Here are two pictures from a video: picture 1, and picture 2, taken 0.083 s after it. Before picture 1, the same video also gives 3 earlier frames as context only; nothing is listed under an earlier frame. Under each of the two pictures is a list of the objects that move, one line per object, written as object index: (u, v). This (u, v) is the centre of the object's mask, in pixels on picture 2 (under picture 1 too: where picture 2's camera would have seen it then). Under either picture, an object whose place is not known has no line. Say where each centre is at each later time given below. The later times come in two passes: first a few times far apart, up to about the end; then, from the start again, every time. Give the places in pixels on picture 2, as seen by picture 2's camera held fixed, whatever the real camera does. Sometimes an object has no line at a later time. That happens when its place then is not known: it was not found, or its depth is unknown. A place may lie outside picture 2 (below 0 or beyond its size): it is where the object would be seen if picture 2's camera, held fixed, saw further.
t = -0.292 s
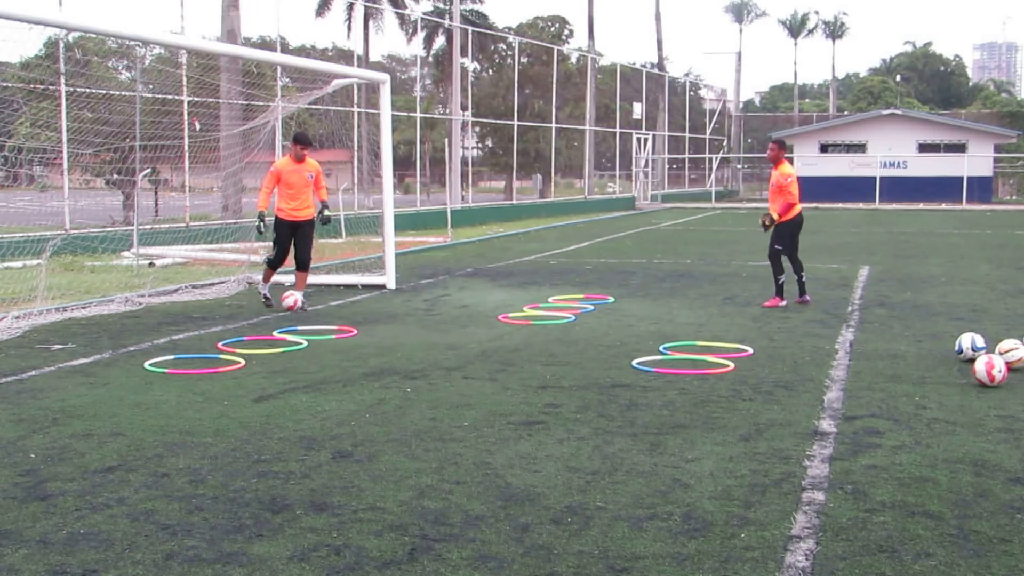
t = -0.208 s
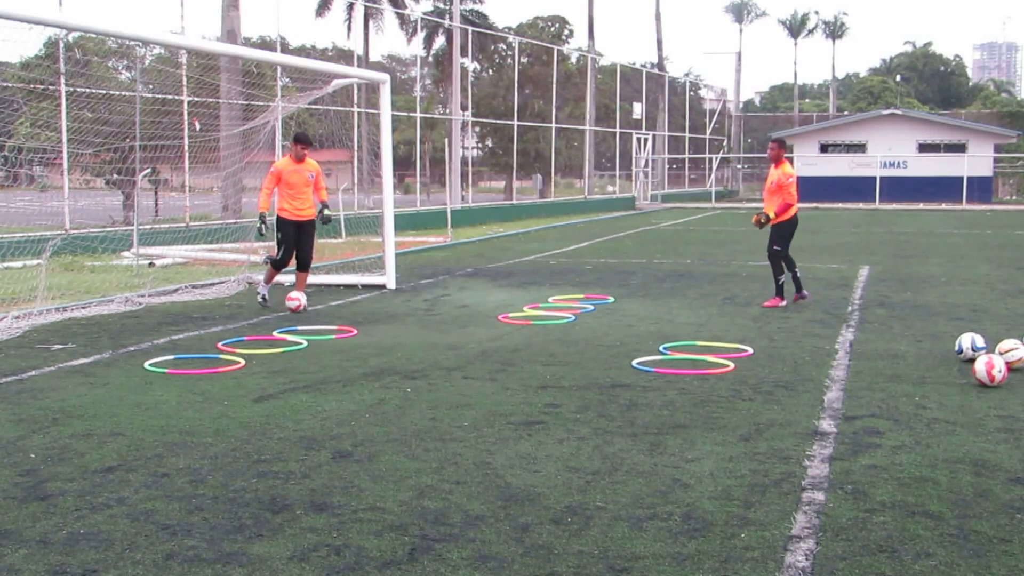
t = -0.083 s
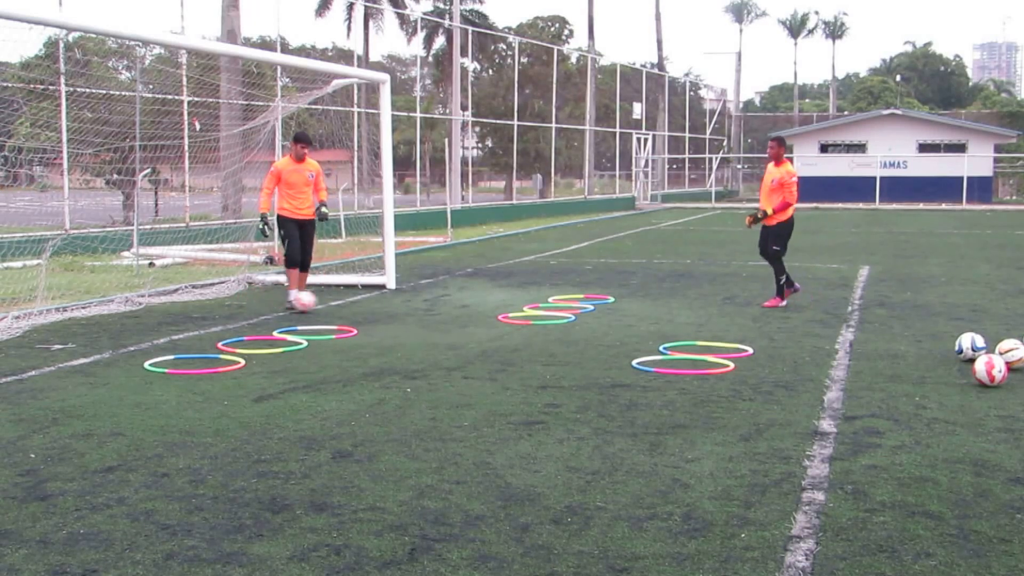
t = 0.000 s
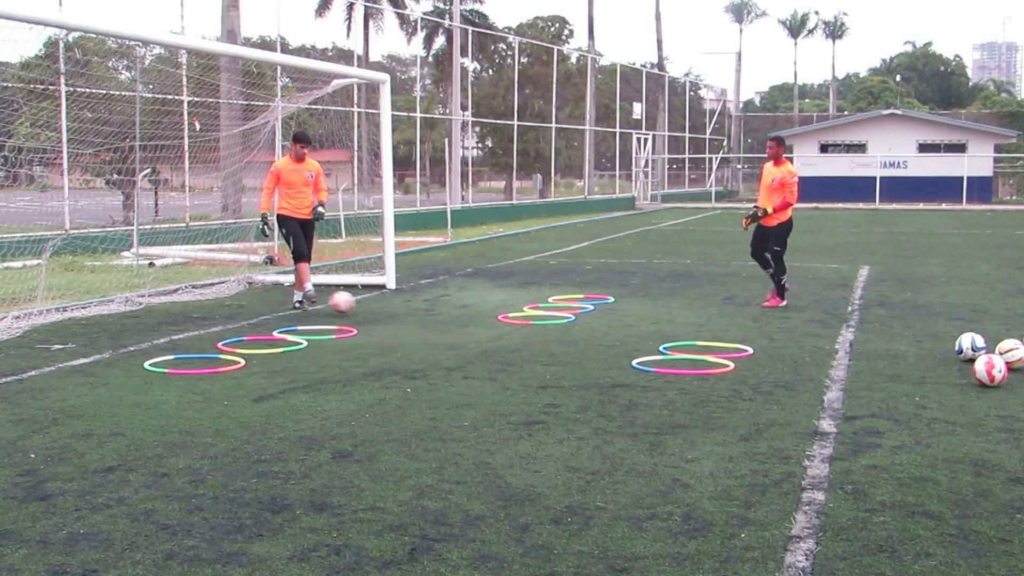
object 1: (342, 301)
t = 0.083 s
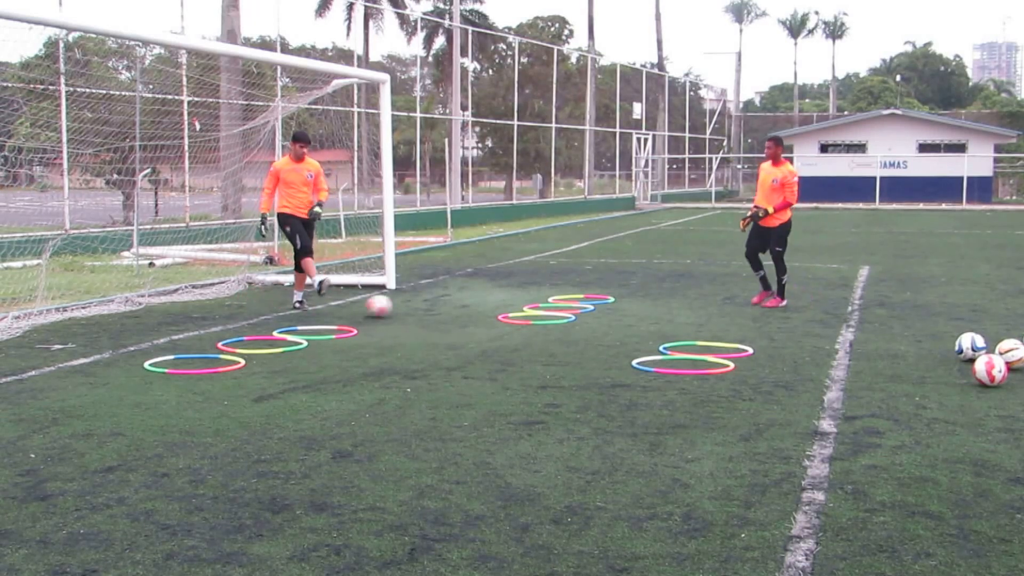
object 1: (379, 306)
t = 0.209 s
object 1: (429, 308)
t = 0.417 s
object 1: (498, 312)
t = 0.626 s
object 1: (565, 316)
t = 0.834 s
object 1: (630, 319)
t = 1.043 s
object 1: (696, 322)
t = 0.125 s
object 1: (396, 305)
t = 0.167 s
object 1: (413, 308)
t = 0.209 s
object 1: (429, 308)
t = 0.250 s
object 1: (444, 307)
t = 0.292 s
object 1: (457, 309)
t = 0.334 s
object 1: (472, 311)
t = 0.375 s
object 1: (484, 311)
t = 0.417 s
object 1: (498, 312)
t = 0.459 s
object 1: (510, 313)
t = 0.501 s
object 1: (524, 313)
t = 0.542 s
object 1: (537, 314)
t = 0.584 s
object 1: (551, 313)
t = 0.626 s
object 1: (565, 316)
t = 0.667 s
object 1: (577, 316)
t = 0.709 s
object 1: (590, 316)
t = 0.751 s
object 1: (604, 317)
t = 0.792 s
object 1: (617, 318)
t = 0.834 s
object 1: (630, 319)
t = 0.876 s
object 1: (643, 320)
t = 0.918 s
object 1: (656, 320)
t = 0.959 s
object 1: (669, 321)
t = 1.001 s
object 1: (683, 321)
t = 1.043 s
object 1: (696, 322)
